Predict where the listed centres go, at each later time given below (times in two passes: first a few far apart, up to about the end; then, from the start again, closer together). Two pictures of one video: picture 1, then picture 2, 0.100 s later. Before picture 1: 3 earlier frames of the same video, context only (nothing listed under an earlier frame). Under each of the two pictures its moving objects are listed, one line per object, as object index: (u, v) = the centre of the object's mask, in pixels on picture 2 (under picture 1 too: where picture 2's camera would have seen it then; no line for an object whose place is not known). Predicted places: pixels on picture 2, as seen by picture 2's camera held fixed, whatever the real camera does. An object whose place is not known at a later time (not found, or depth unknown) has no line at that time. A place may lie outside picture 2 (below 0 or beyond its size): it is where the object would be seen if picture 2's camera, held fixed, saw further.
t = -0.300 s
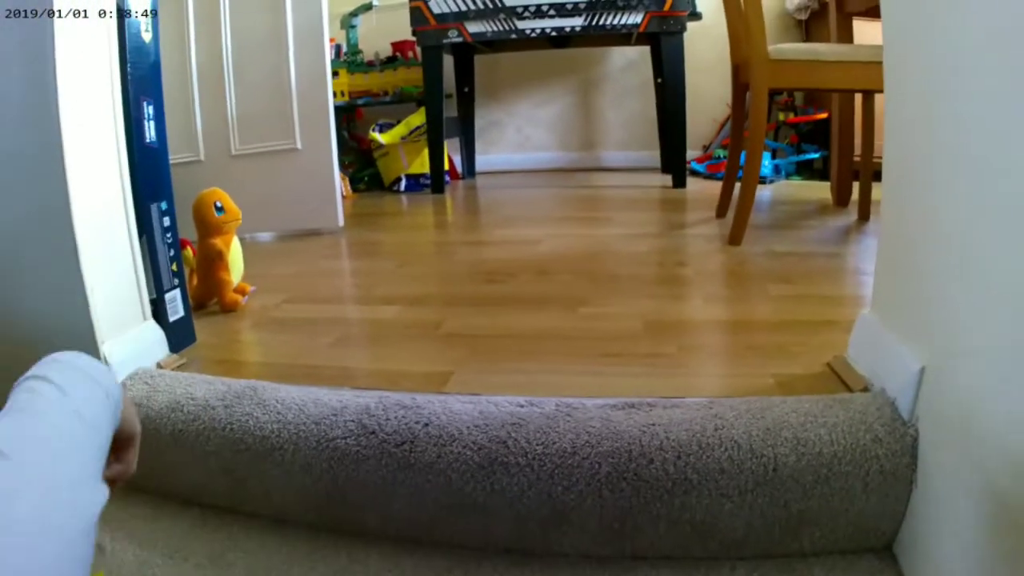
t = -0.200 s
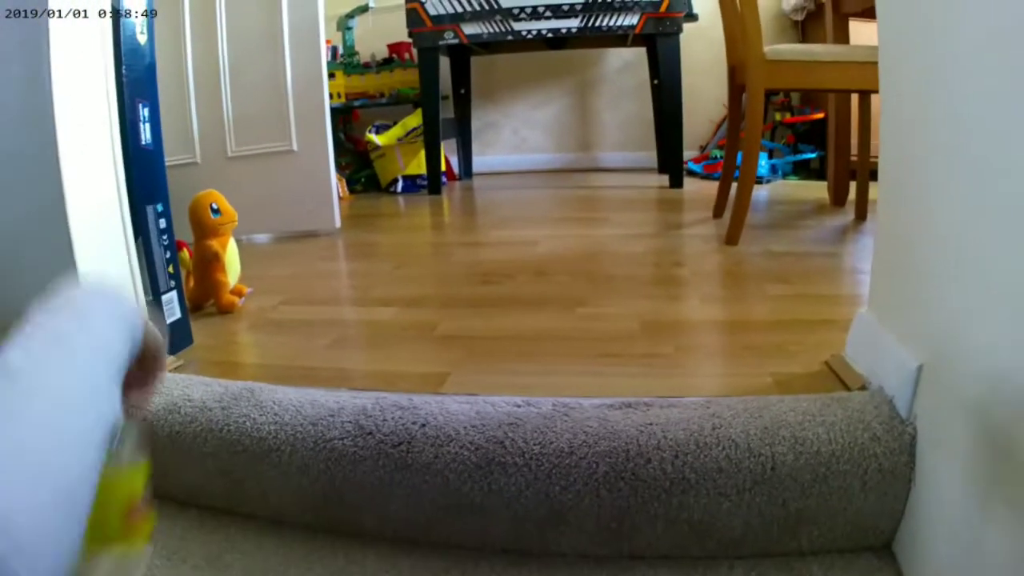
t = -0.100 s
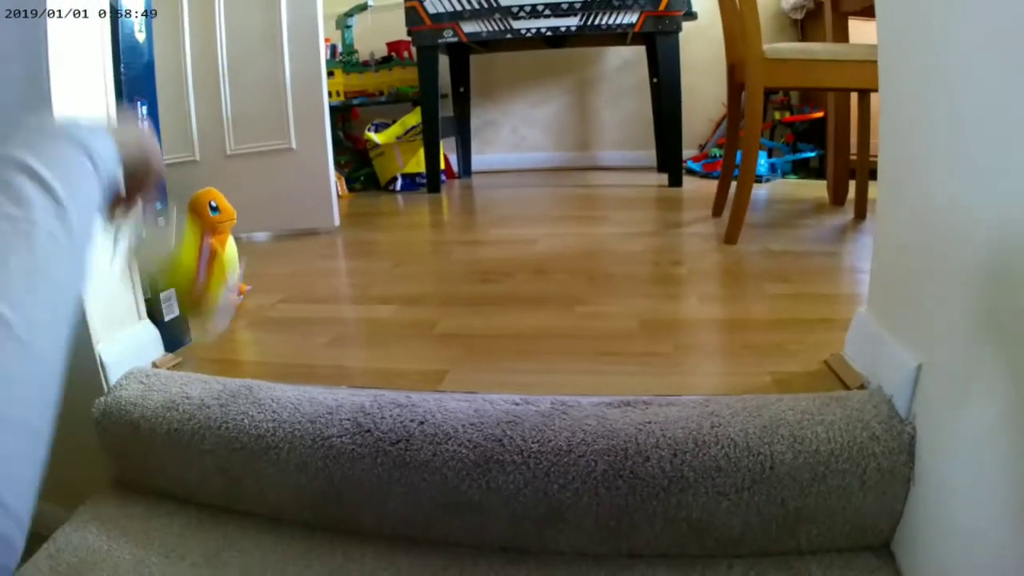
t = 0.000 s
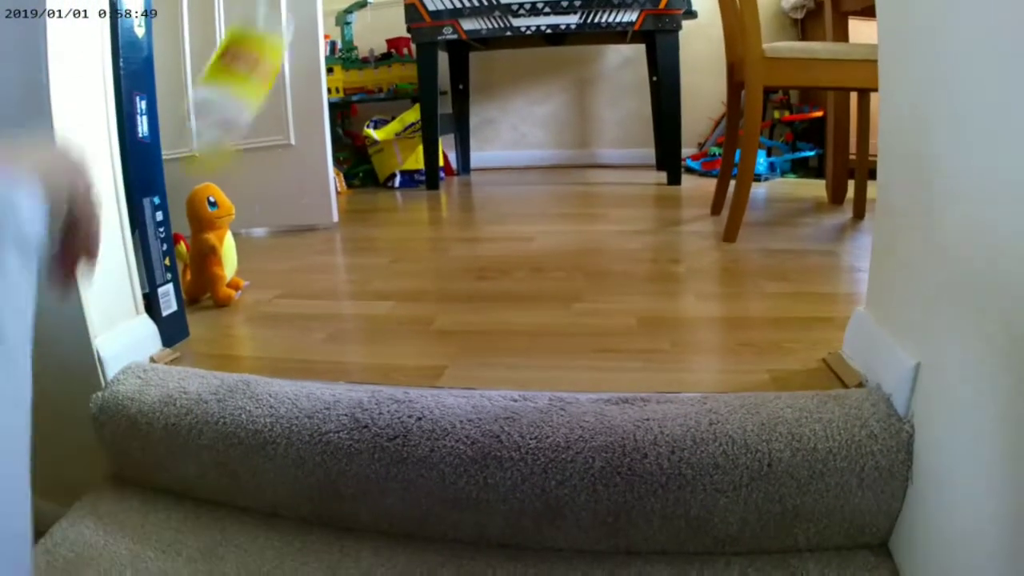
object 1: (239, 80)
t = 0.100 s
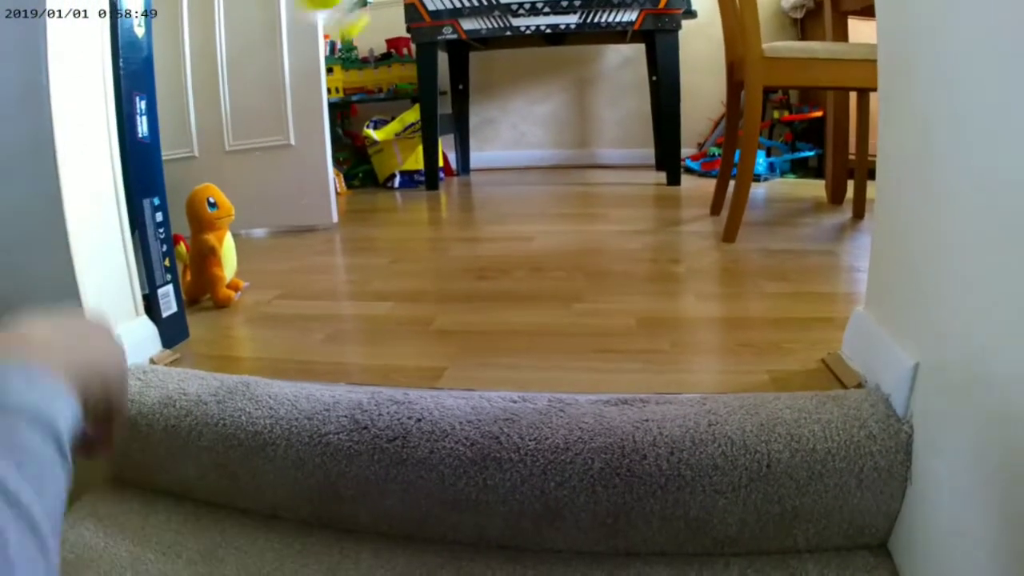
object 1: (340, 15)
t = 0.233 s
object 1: (392, 31)
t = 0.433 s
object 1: (500, 296)
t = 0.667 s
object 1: (538, 283)
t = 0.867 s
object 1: (554, 278)
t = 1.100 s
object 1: (559, 279)
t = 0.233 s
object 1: (392, 31)
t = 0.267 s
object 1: (418, 54)
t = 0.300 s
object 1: (436, 82)
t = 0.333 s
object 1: (452, 135)
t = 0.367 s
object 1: (467, 180)
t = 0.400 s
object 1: (483, 239)
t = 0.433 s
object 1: (500, 296)
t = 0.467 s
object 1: (506, 294)
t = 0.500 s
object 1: (513, 291)
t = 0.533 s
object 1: (520, 290)
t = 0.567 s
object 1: (526, 288)
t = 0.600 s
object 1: (531, 286)
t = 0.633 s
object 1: (534, 284)
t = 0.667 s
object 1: (538, 283)
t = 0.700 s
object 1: (541, 282)
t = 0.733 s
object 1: (545, 281)
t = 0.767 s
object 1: (547, 280)
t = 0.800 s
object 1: (549, 279)
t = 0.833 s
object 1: (552, 279)
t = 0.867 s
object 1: (554, 278)
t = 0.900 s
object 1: (555, 278)
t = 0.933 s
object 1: (556, 278)
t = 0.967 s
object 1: (556, 278)
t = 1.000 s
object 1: (557, 278)
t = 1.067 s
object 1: (558, 279)
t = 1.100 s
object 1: (559, 279)
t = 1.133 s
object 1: (559, 279)
